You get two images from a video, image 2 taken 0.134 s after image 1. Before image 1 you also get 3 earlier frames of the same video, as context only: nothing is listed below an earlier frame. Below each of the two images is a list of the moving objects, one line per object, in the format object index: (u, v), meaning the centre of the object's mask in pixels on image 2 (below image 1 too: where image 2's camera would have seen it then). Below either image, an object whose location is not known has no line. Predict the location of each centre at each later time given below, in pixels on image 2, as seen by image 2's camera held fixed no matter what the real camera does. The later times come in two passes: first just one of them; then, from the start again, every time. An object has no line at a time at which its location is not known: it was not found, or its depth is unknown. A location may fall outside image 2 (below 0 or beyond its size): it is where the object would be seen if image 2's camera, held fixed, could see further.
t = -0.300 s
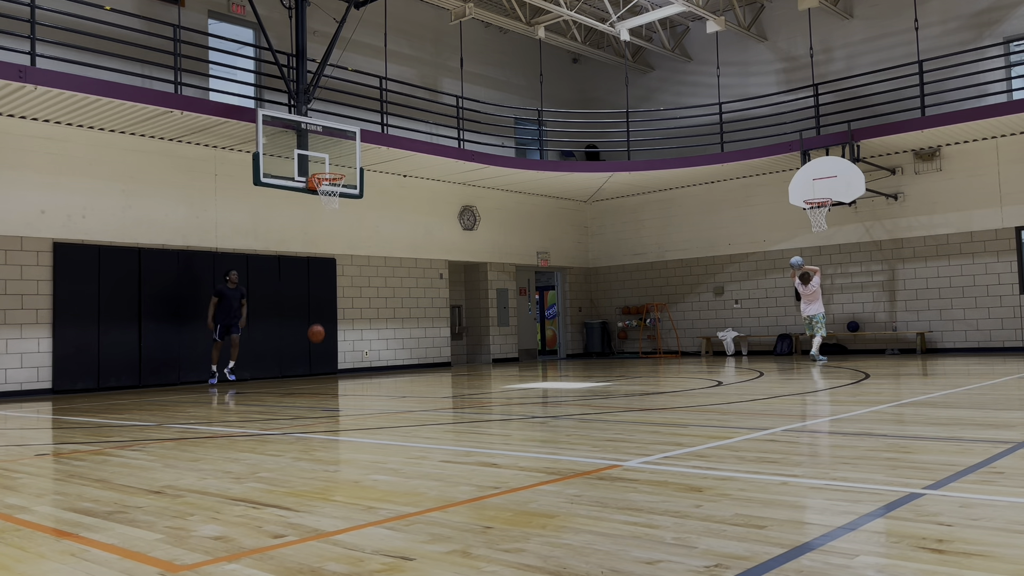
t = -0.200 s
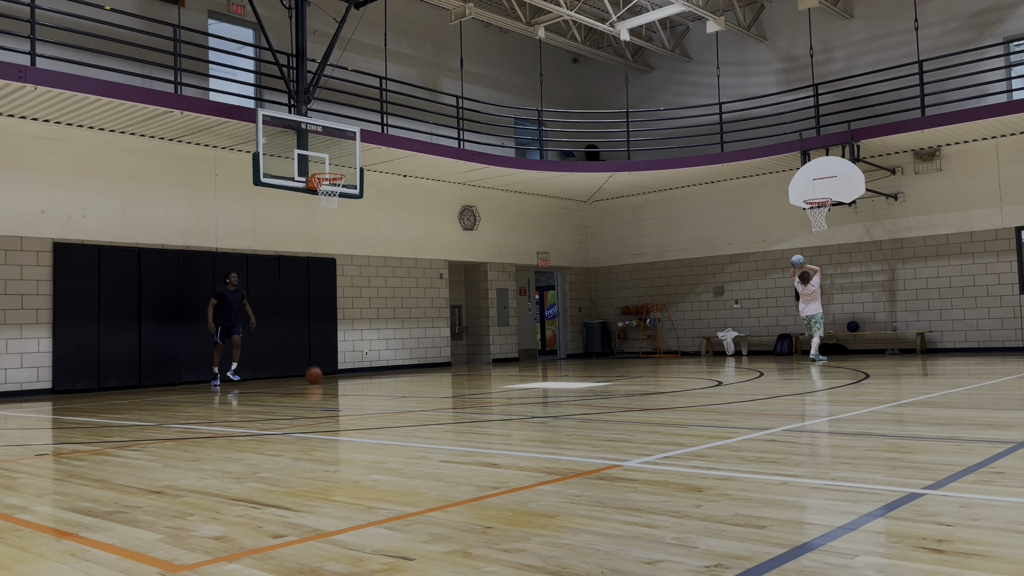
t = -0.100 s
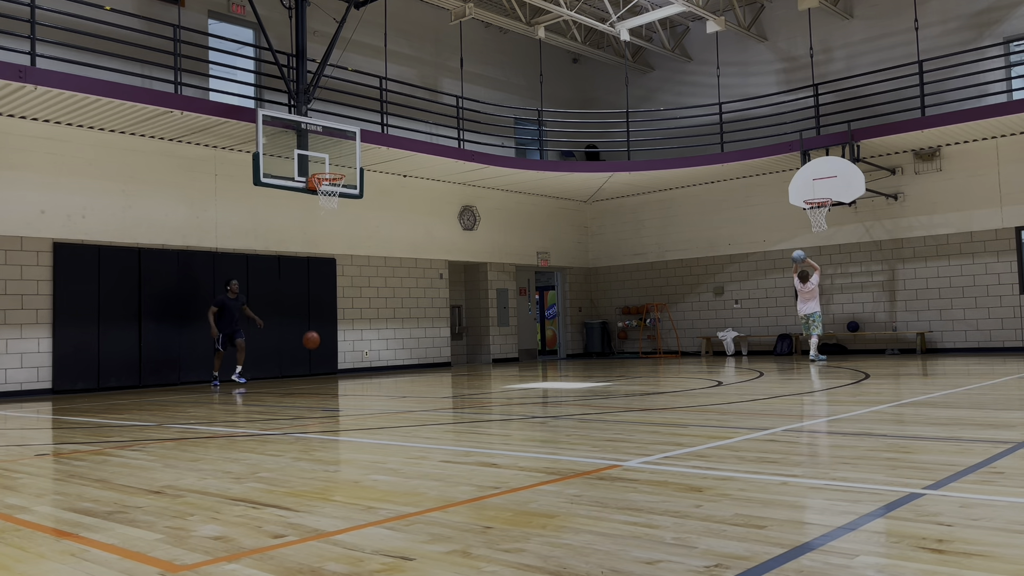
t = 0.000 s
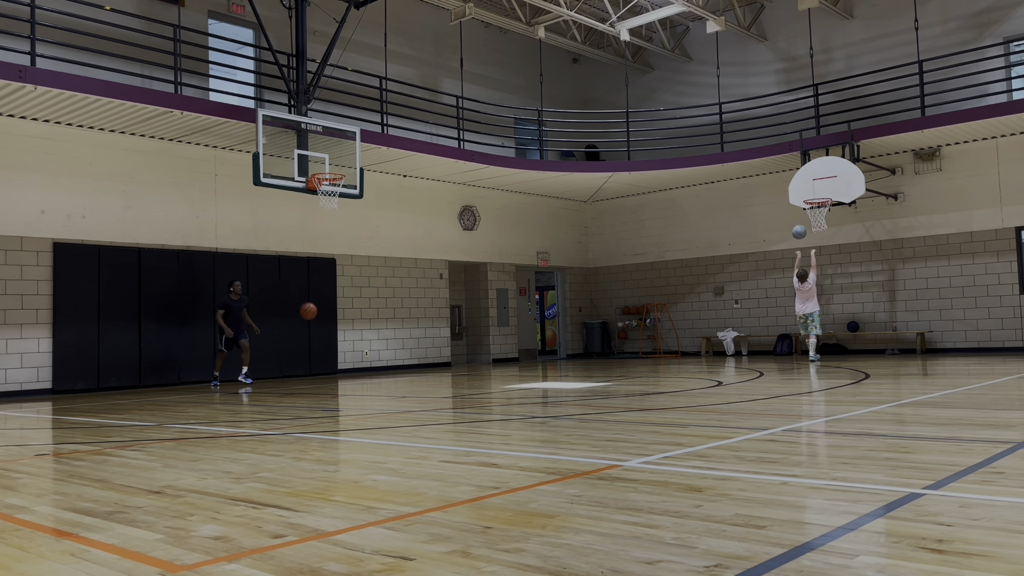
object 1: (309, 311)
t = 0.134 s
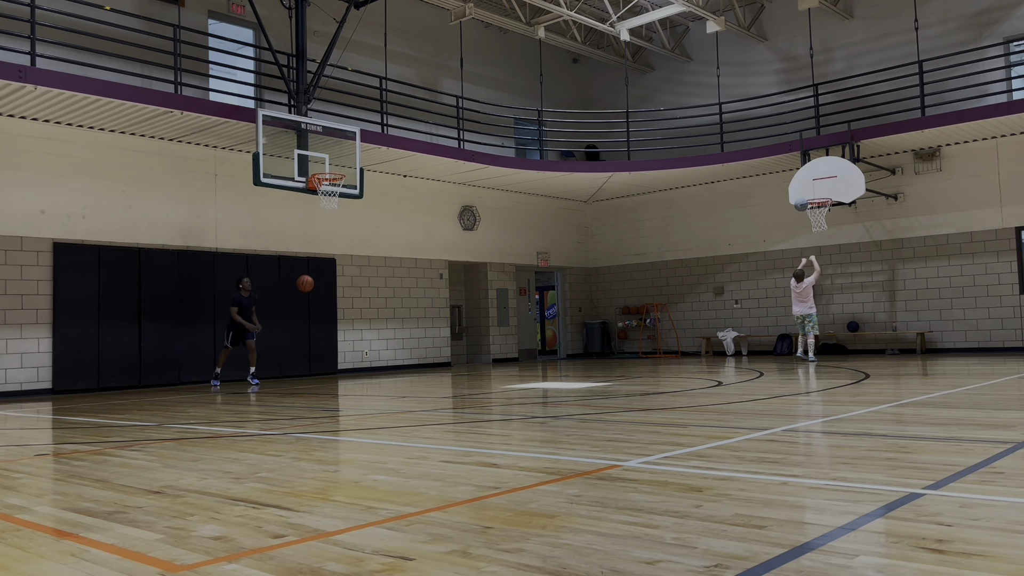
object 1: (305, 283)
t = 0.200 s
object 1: (303, 274)
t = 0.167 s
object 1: (304, 278)
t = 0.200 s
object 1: (303, 274)
